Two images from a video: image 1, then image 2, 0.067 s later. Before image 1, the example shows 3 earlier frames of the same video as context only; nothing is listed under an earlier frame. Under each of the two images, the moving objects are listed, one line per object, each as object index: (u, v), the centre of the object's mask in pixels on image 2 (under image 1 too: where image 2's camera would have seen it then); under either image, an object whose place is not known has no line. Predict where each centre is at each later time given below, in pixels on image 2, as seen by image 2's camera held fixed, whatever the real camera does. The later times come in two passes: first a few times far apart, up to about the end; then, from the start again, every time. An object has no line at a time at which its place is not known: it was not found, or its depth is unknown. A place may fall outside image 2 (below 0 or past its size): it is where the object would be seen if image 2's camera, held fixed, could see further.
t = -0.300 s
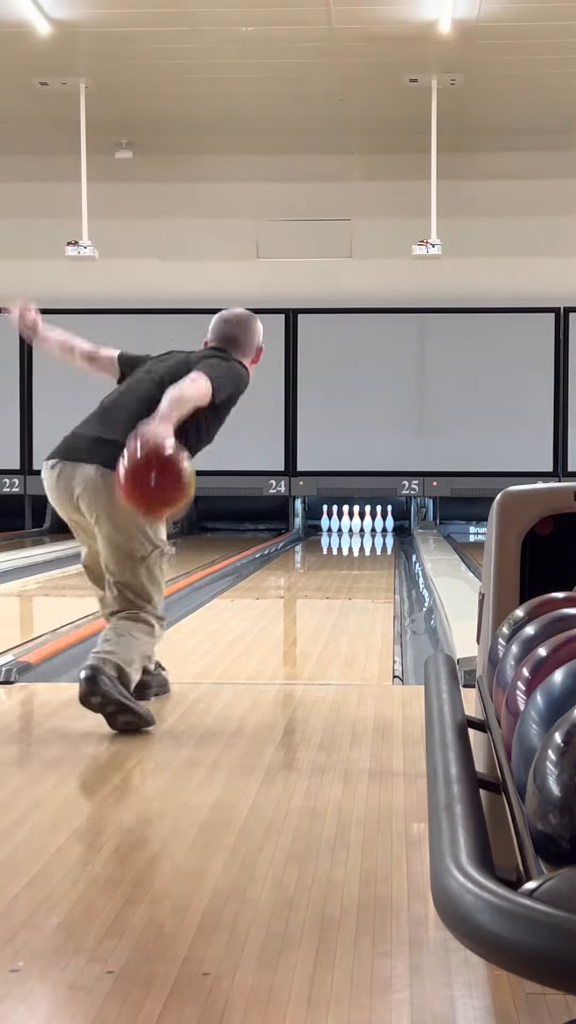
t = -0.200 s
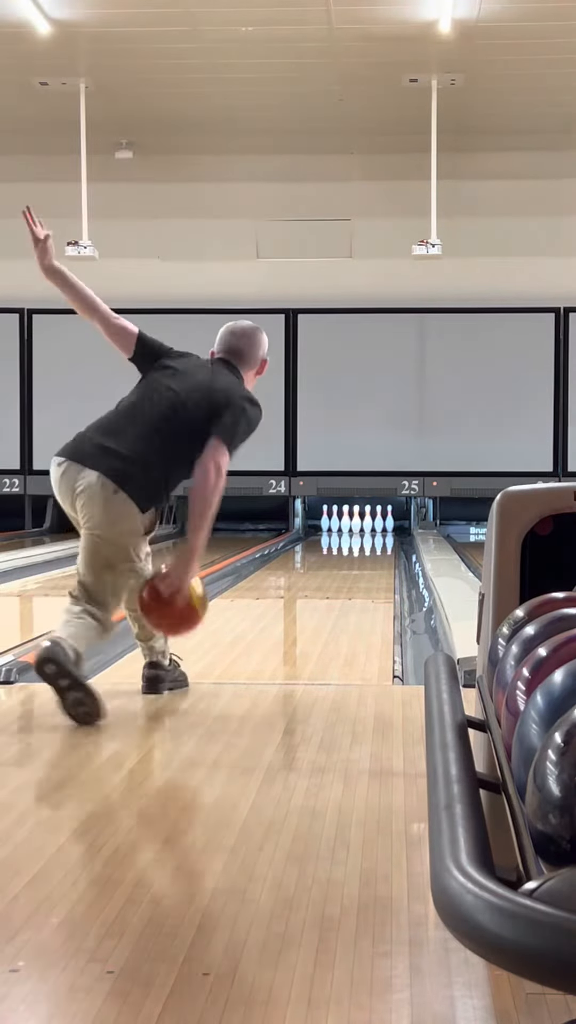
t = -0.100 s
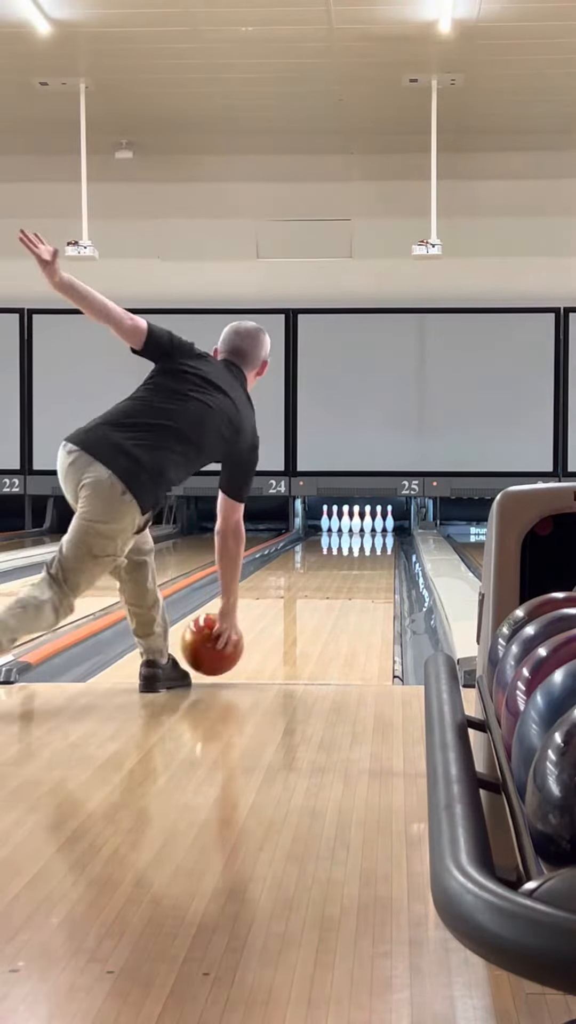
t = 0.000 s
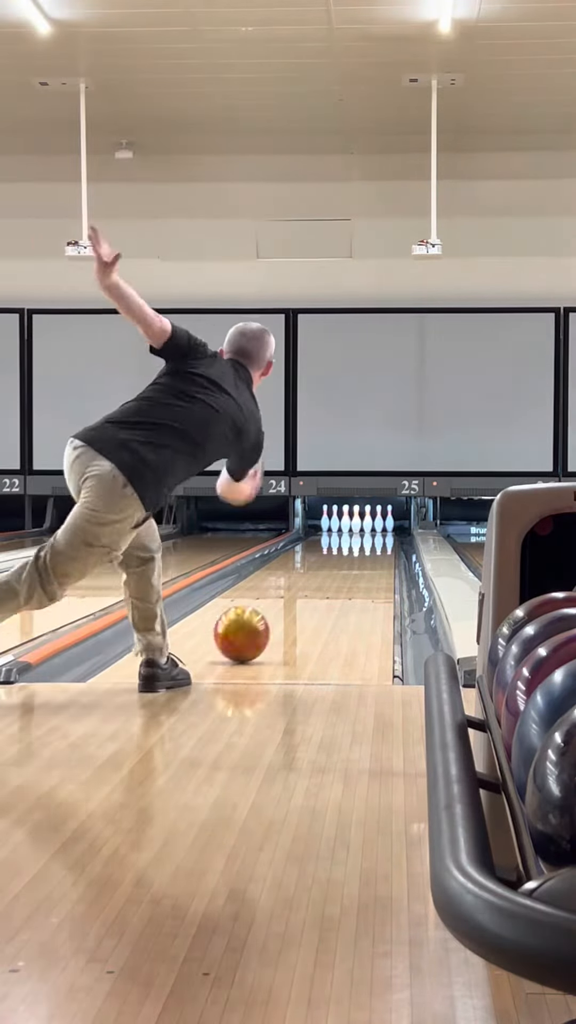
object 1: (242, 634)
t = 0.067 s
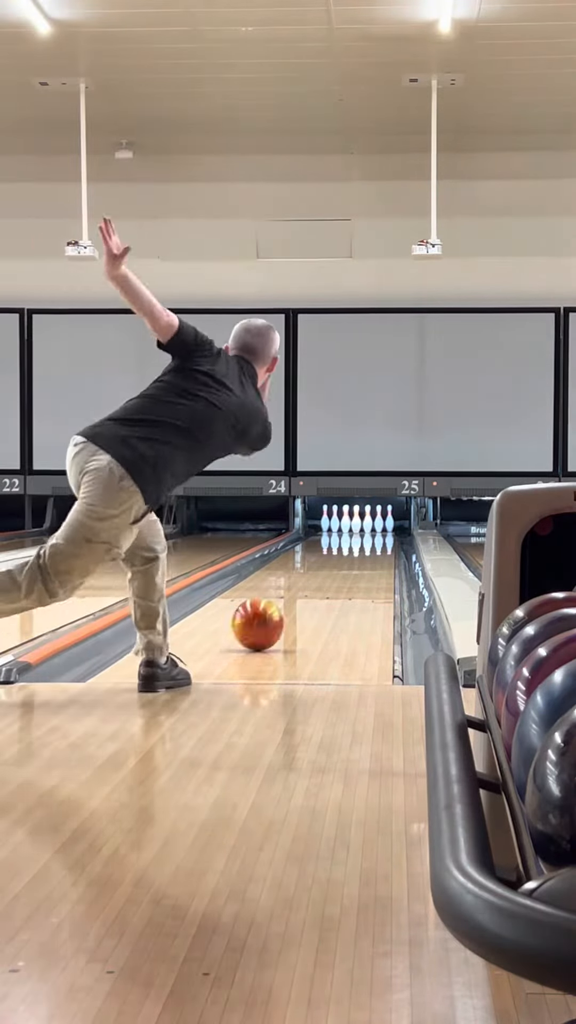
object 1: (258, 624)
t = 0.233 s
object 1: (289, 604)
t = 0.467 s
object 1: (319, 584)
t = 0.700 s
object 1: (341, 571)
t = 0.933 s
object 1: (355, 560)
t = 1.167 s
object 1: (366, 551)
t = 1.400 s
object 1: (374, 544)
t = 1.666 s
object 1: (379, 538)
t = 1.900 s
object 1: (379, 534)
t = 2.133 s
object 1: (374, 531)
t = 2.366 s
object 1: (365, 528)
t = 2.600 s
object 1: (356, 526)
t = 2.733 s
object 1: (348, 525)
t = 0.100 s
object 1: (265, 620)
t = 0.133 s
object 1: (272, 615)
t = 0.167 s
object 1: (278, 612)
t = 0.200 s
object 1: (283, 608)
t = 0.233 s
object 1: (289, 604)
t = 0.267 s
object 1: (294, 601)
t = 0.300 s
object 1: (299, 598)
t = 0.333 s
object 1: (303, 595)
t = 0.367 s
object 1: (308, 592)
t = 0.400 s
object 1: (312, 589)
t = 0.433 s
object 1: (316, 587)
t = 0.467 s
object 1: (319, 584)
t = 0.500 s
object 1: (323, 582)
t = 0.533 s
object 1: (326, 579)
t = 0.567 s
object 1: (330, 578)
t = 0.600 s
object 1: (333, 576)
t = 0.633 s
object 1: (335, 574)
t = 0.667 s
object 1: (338, 572)
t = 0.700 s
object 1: (341, 571)
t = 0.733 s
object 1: (343, 569)
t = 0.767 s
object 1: (345, 567)
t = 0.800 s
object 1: (347, 566)
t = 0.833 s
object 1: (350, 564)
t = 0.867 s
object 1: (352, 562)
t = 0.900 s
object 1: (353, 561)
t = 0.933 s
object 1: (355, 560)
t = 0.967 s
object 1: (357, 558)
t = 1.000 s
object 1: (359, 557)
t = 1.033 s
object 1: (361, 555)
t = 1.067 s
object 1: (362, 554)
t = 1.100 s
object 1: (363, 553)
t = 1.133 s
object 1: (364, 552)
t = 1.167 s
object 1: (366, 551)
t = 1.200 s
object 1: (367, 550)
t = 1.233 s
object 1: (369, 549)
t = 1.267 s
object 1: (370, 548)
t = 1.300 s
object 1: (371, 547)
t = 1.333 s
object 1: (372, 546)
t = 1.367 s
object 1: (373, 545)
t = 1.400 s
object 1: (374, 544)
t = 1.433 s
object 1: (374, 543)
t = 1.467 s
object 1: (375, 542)
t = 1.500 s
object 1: (376, 541)
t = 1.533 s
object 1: (377, 541)
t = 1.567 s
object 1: (378, 540)
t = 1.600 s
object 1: (378, 539)
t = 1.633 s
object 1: (379, 539)
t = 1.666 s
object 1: (379, 538)
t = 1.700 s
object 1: (379, 538)
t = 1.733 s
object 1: (379, 537)
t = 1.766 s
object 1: (379, 537)
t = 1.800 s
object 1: (379, 536)
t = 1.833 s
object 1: (379, 535)
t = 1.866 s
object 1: (379, 535)
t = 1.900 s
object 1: (379, 534)
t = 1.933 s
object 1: (379, 533)
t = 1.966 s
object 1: (378, 533)
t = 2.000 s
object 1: (377, 533)
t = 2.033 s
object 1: (377, 532)
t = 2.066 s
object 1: (376, 531)
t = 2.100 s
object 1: (375, 531)
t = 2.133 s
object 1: (374, 531)
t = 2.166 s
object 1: (373, 530)
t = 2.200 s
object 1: (372, 530)
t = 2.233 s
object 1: (371, 529)
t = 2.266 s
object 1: (369, 529)
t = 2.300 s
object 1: (368, 528)
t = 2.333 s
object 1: (366, 528)
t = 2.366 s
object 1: (365, 528)
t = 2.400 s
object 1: (363, 527)
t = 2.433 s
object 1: (362, 527)
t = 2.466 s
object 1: (360, 527)
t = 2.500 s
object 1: (359, 527)
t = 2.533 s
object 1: (358, 526)
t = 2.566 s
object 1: (358, 526)
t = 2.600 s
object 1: (356, 526)
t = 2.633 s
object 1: (356, 525)
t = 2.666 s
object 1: (354, 525)
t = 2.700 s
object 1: (351, 525)
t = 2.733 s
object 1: (348, 525)
